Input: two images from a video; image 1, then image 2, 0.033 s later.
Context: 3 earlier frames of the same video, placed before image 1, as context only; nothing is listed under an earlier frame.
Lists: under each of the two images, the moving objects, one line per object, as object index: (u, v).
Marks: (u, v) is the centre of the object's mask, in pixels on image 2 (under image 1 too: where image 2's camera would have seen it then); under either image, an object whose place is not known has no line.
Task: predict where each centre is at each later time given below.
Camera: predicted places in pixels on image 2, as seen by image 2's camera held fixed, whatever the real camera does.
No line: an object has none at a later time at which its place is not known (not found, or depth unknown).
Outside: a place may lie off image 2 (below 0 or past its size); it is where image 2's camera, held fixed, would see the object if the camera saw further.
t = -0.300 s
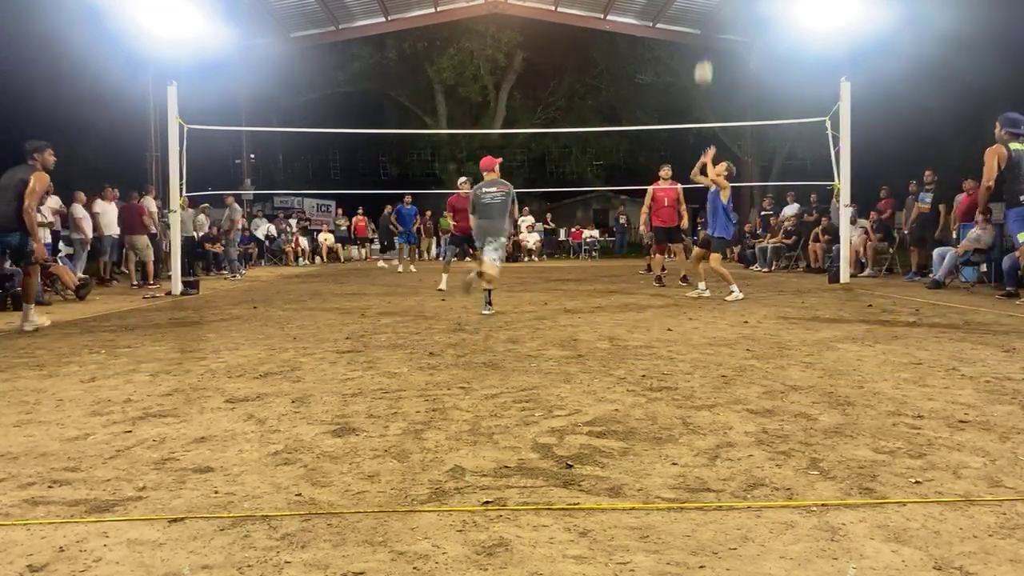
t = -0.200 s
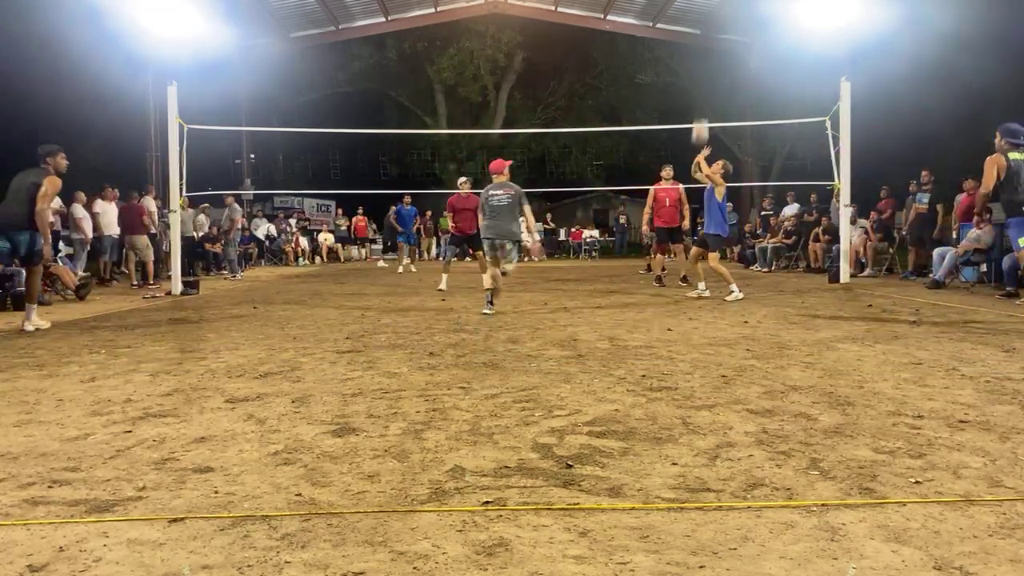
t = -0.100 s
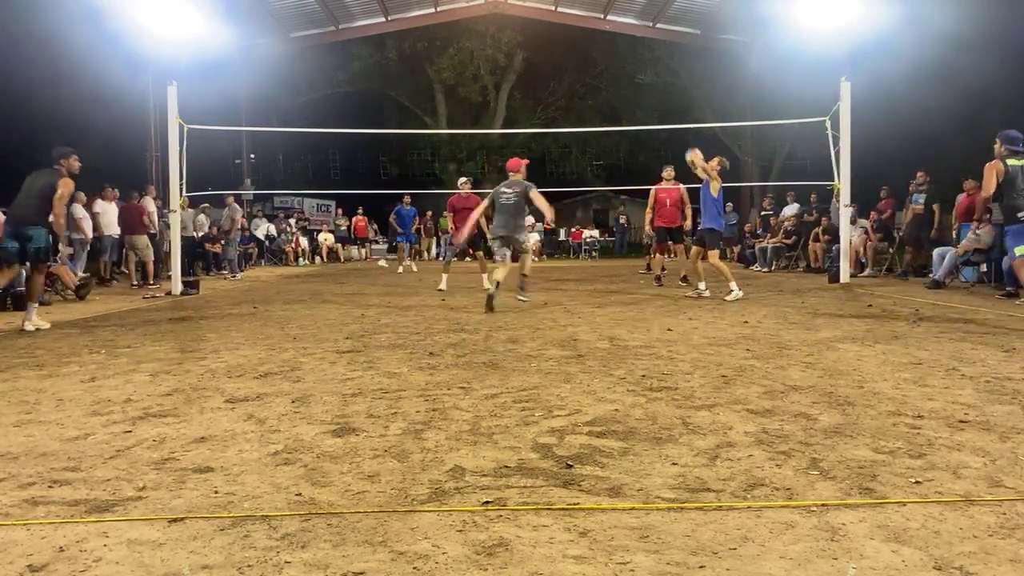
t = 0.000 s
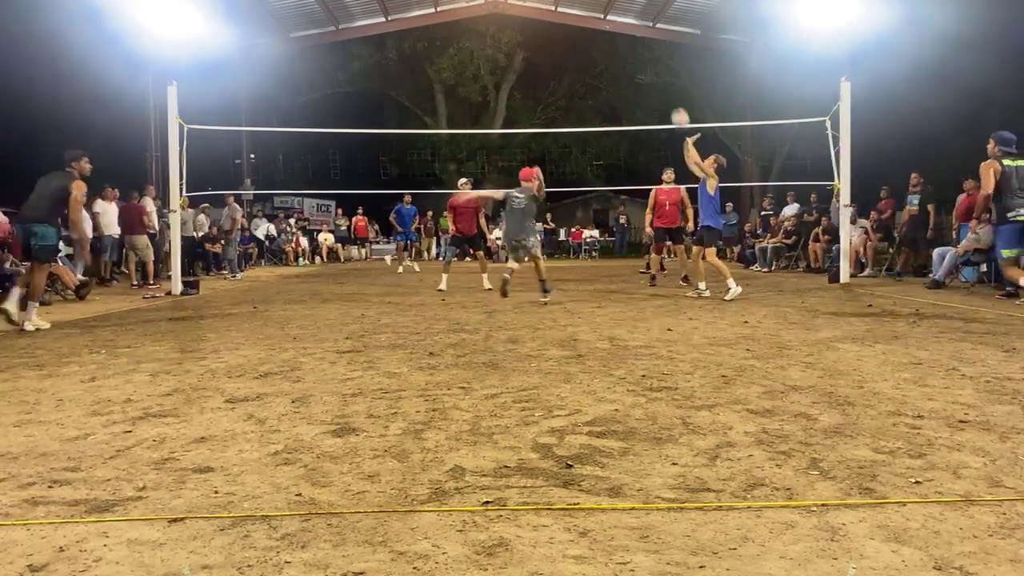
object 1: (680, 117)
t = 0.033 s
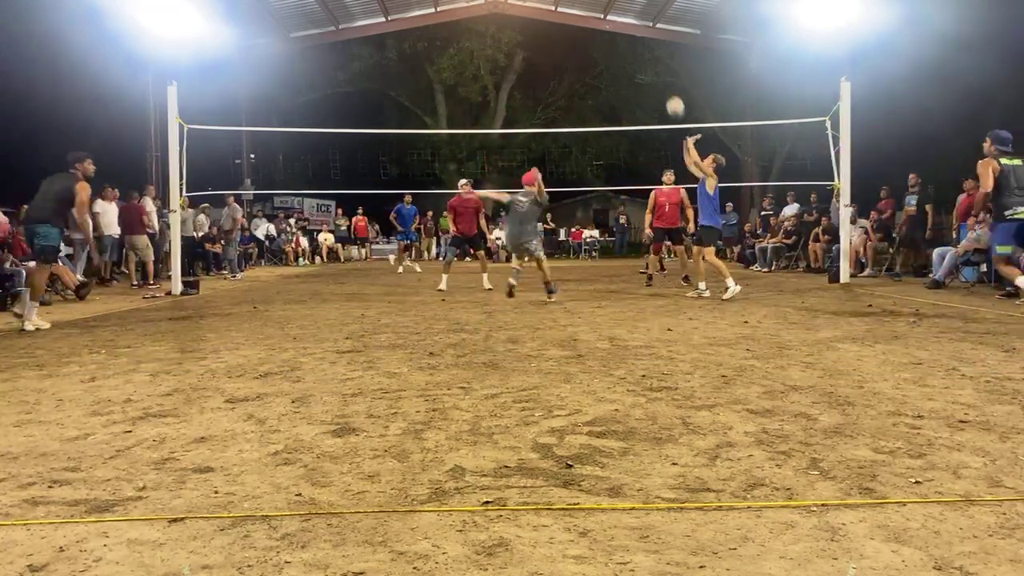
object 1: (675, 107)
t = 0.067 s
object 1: (670, 96)
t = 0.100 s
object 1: (665, 85)
